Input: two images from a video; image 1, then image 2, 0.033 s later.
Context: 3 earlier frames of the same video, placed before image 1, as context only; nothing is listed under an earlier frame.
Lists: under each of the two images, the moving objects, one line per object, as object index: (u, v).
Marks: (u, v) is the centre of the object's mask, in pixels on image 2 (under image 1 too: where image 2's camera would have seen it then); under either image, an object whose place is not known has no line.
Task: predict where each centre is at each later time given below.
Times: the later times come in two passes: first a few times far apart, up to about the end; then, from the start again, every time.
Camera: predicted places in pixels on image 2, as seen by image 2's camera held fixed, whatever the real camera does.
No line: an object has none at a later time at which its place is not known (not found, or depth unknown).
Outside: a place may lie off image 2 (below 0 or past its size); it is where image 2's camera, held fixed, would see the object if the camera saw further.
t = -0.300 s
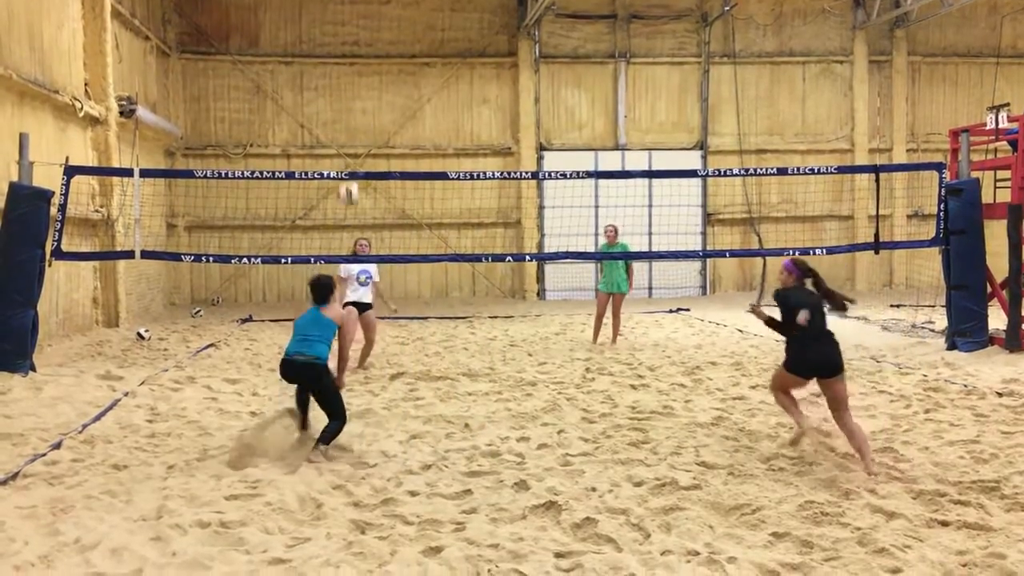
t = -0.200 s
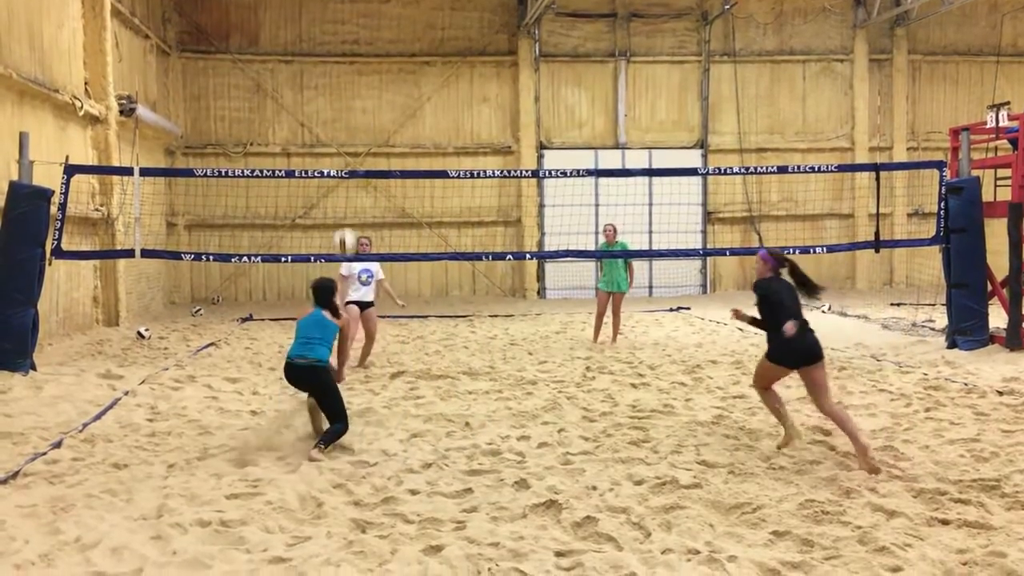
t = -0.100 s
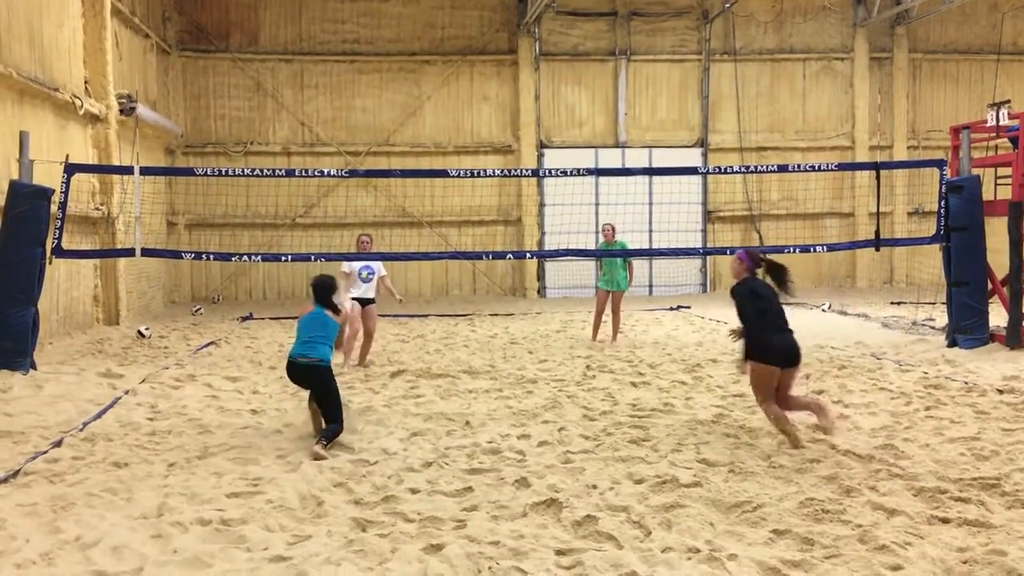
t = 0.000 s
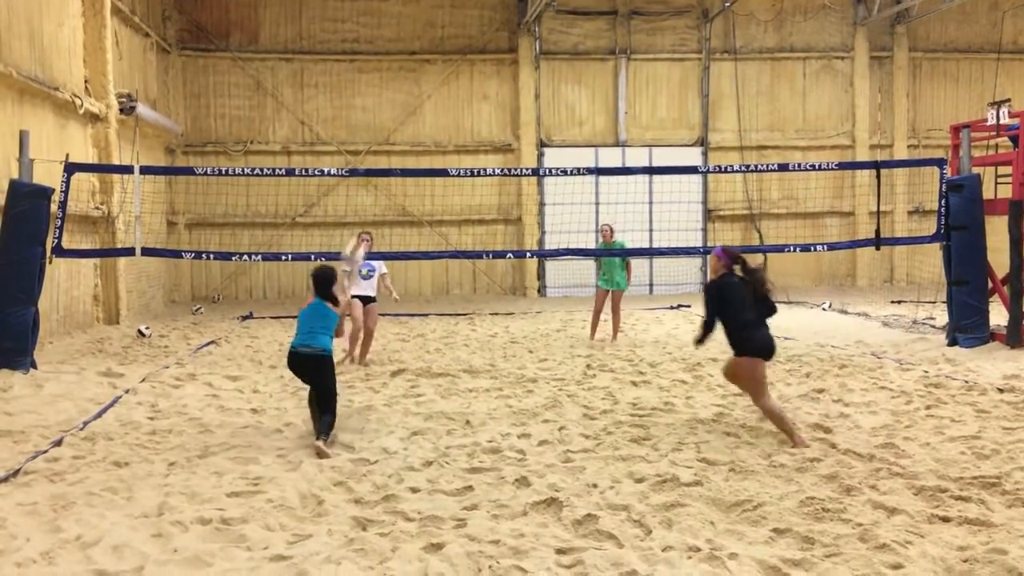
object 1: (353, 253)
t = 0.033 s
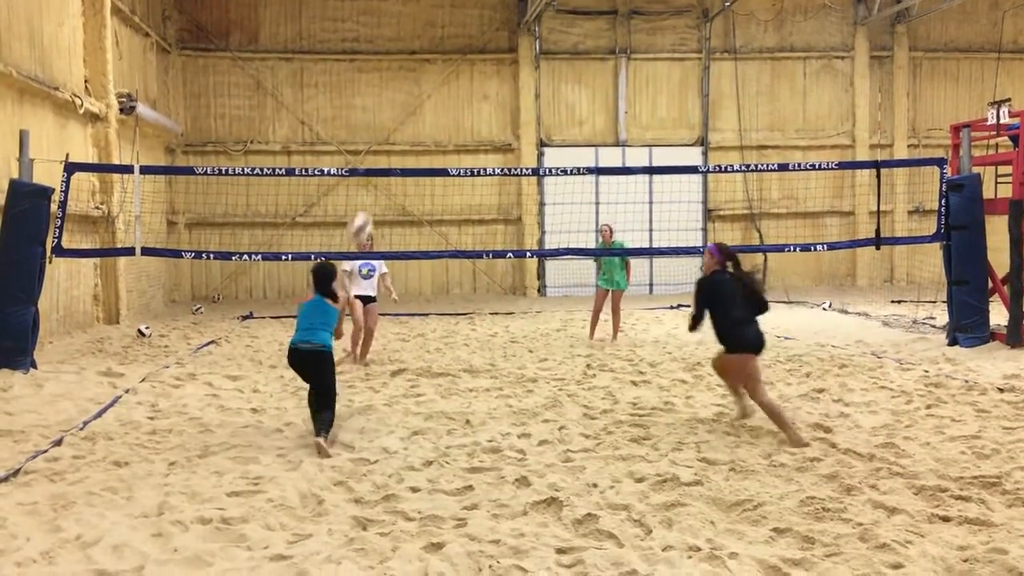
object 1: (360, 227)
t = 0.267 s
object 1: (402, 88)
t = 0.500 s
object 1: (439, 17)
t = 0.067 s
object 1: (367, 201)
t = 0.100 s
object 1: (372, 179)
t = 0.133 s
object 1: (377, 158)
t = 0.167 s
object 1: (383, 139)
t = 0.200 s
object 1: (390, 120)
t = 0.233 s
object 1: (395, 104)
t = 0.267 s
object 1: (402, 88)
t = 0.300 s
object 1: (406, 72)
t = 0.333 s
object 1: (412, 61)
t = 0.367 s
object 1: (418, 50)
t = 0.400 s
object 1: (422, 40)
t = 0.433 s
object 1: (428, 31)
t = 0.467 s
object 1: (433, 23)
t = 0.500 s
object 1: (439, 17)
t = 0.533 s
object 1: (444, 13)
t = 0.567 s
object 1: (449, 11)
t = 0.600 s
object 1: (455, 10)
